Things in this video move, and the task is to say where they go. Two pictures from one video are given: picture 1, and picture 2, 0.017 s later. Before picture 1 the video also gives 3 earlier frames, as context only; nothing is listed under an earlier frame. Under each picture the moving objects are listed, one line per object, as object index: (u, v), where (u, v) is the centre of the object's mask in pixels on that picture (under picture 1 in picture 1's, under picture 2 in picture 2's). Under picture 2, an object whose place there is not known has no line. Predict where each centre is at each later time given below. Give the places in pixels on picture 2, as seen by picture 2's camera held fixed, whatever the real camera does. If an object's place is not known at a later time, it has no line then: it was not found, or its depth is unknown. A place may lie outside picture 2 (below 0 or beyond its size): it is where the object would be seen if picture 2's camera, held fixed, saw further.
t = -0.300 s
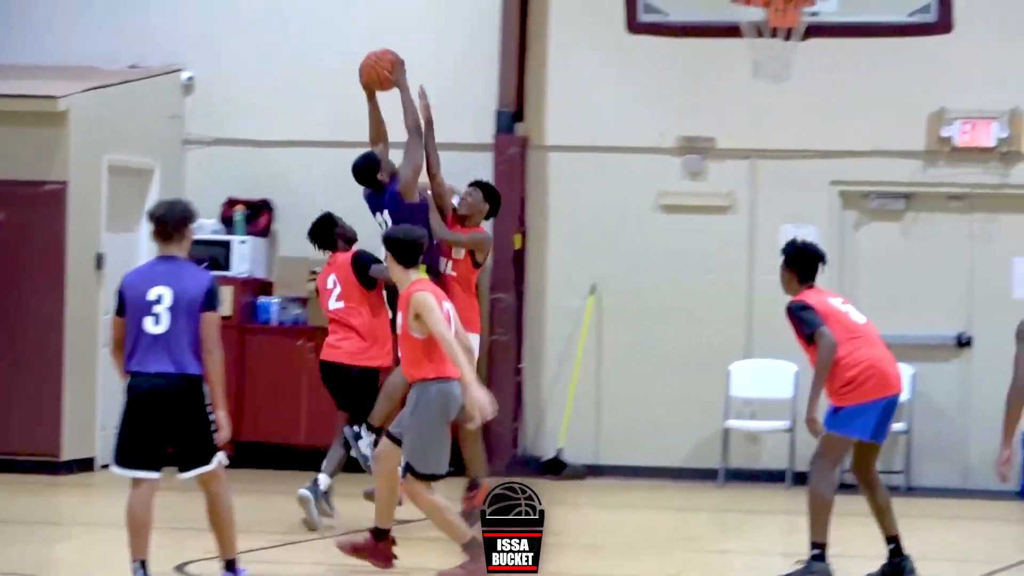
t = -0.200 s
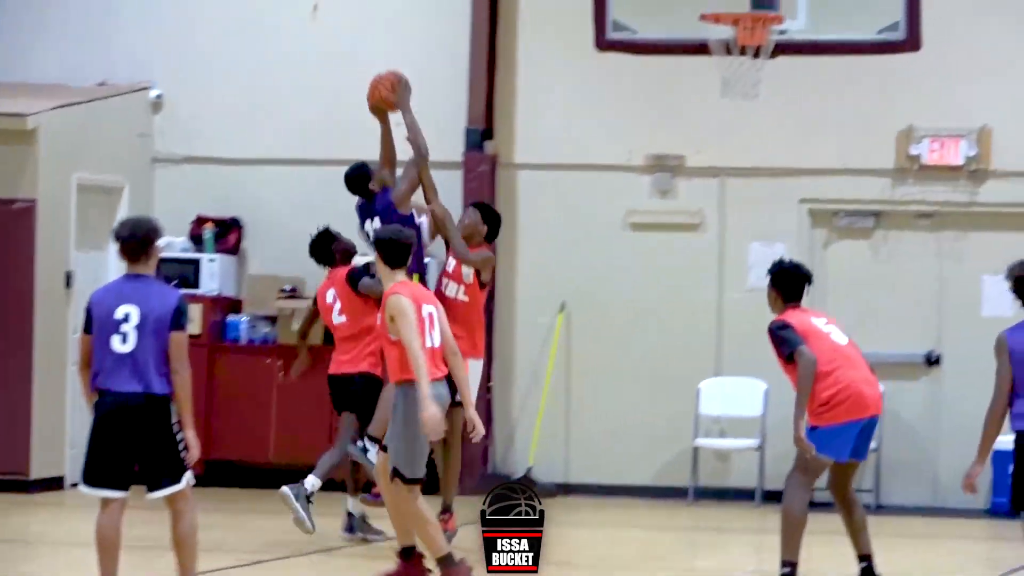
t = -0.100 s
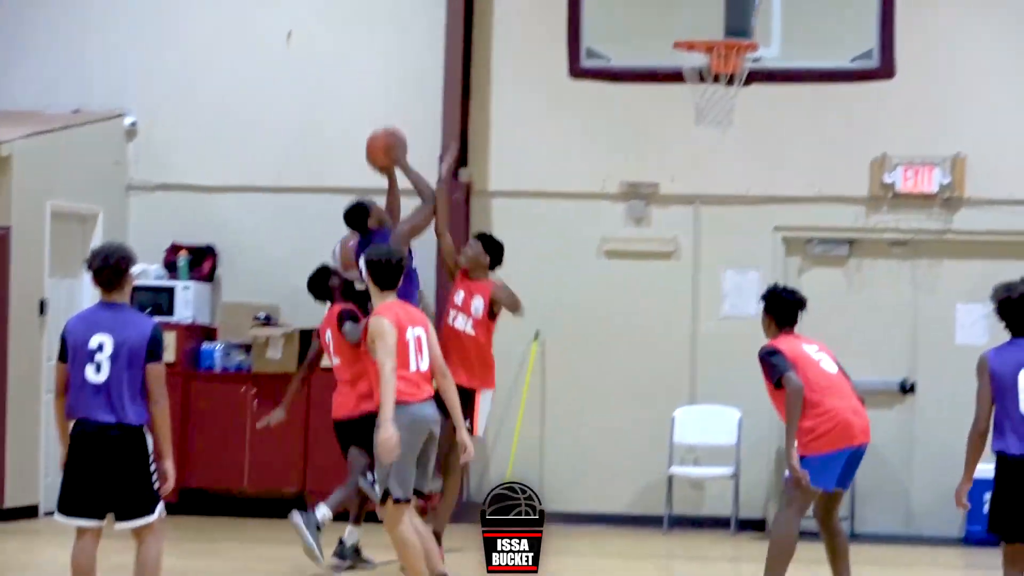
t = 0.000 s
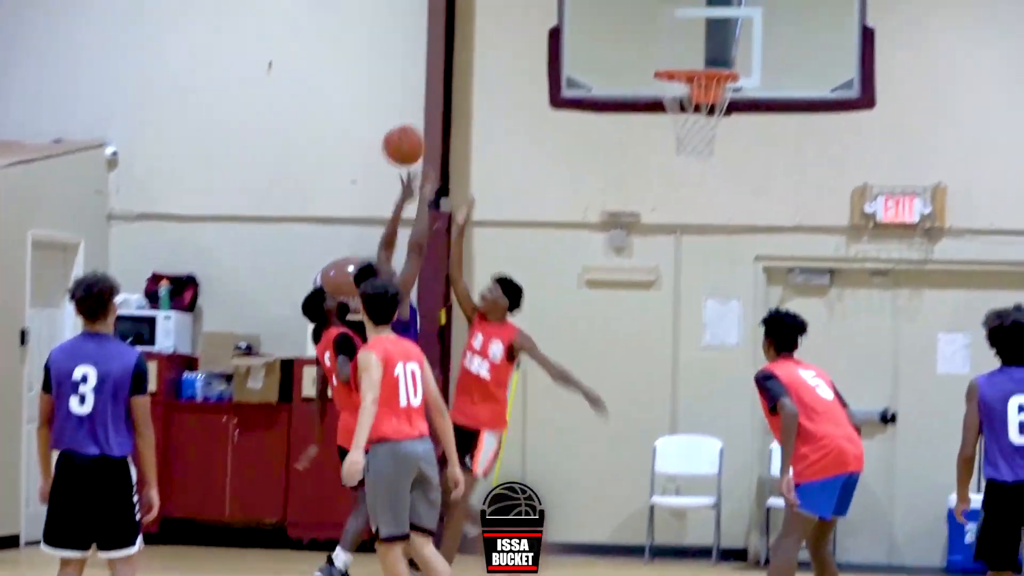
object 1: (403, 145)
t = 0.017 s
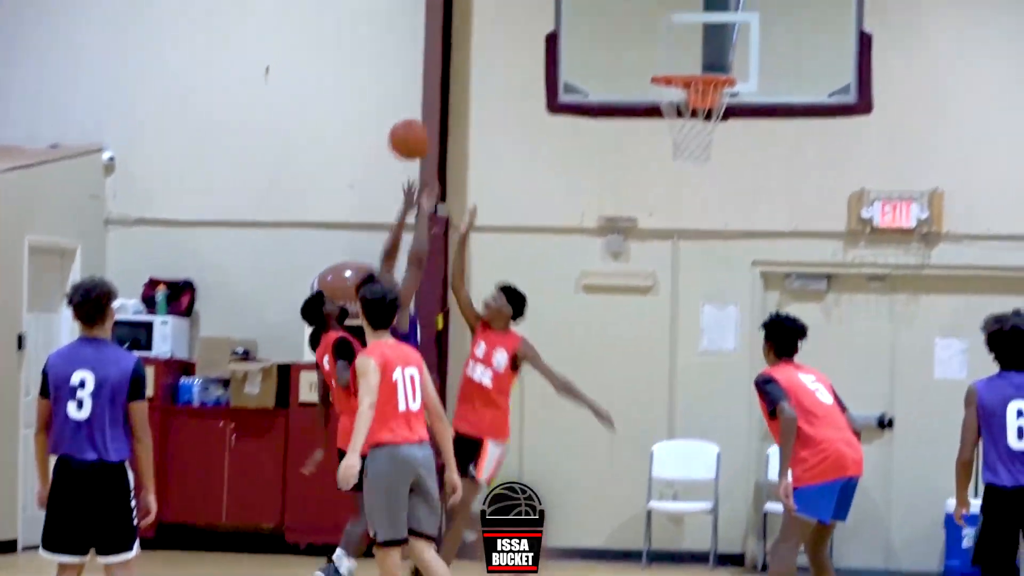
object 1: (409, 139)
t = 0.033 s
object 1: (419, 128)
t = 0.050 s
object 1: (428, 117)
